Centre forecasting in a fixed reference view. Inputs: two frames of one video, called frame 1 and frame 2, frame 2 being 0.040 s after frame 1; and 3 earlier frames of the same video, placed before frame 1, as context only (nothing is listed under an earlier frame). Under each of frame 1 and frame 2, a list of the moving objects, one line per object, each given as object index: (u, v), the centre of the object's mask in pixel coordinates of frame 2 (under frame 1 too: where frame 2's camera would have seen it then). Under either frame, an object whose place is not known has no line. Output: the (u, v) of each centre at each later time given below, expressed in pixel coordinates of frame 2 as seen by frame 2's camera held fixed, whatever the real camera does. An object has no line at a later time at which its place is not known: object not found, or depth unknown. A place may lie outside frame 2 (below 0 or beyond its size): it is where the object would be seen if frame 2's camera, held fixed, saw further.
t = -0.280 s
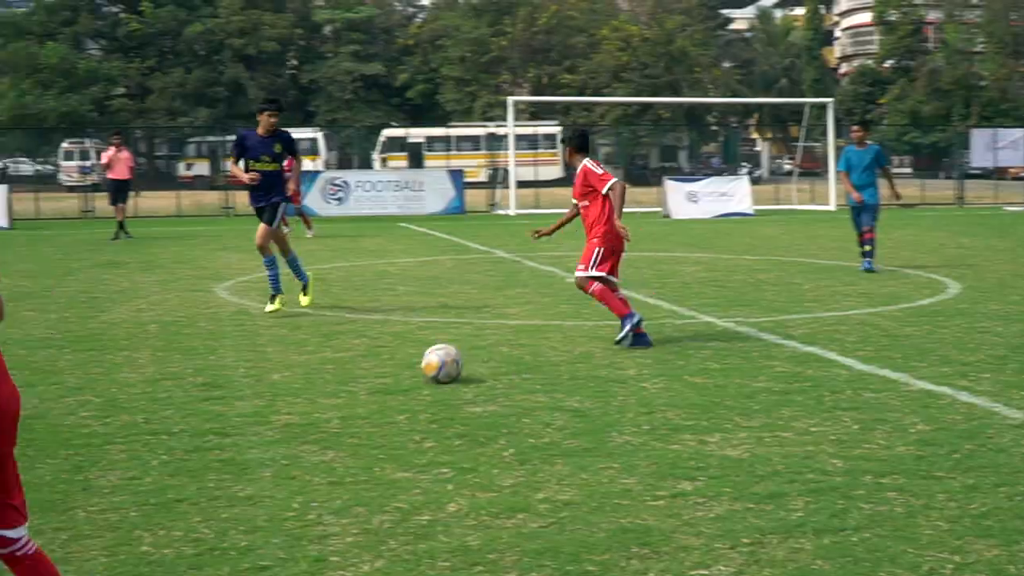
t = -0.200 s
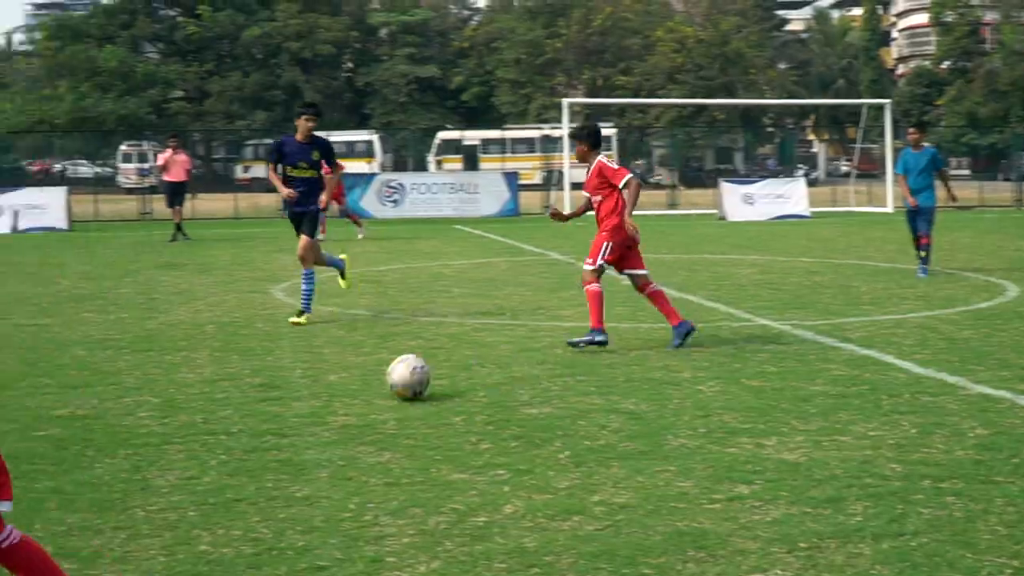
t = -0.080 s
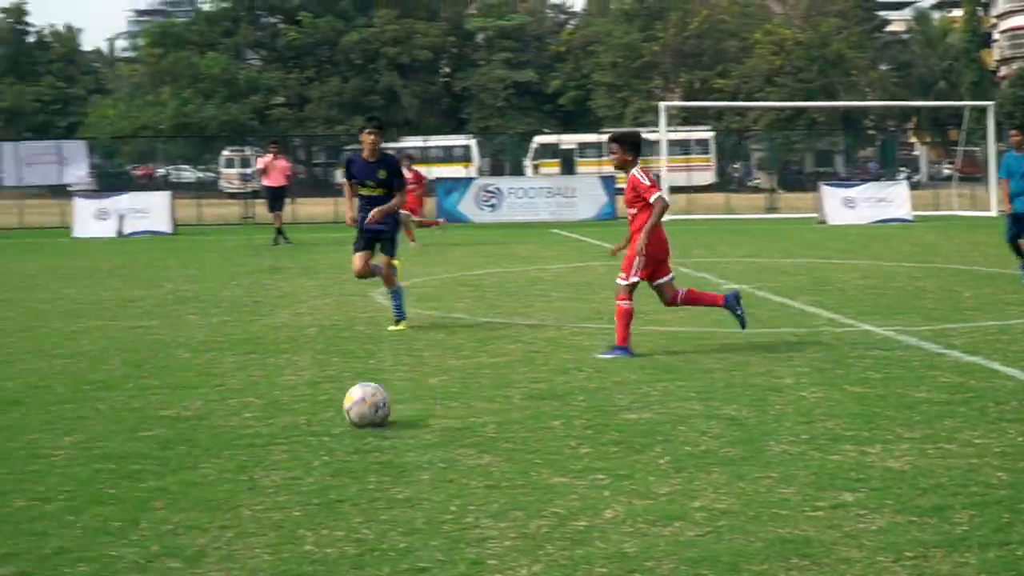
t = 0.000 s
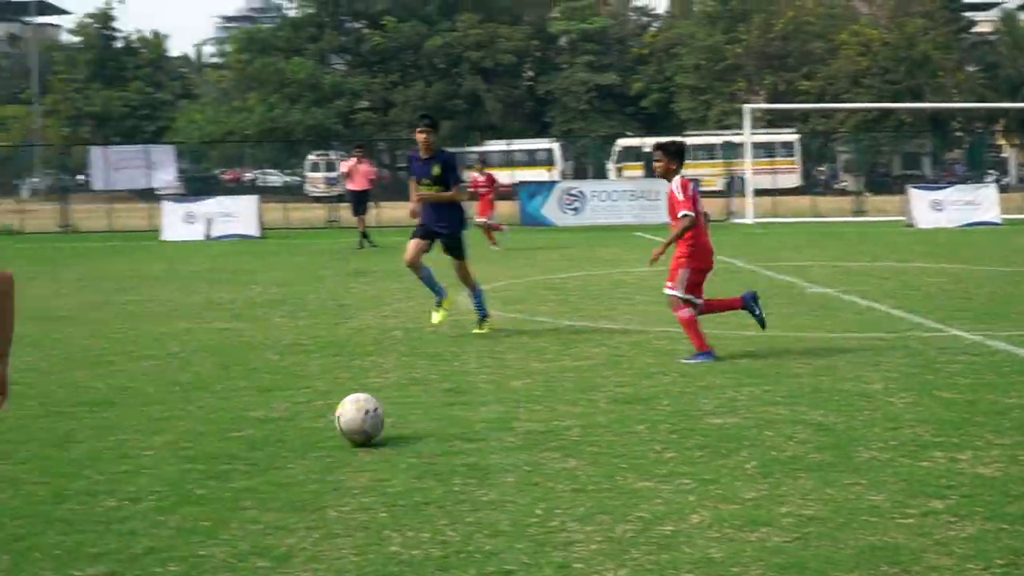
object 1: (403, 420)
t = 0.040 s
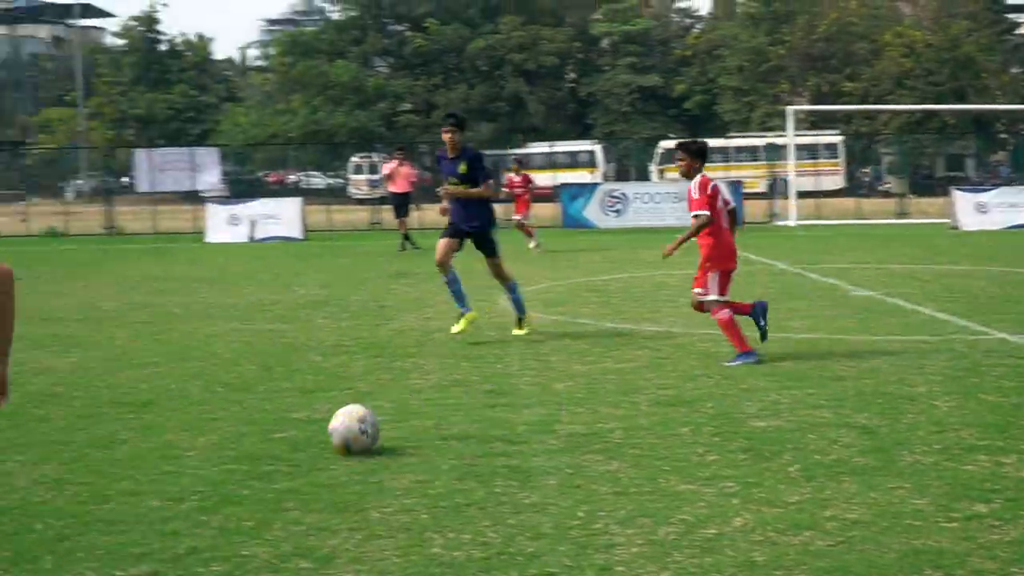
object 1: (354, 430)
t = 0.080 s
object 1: (304, 439)
